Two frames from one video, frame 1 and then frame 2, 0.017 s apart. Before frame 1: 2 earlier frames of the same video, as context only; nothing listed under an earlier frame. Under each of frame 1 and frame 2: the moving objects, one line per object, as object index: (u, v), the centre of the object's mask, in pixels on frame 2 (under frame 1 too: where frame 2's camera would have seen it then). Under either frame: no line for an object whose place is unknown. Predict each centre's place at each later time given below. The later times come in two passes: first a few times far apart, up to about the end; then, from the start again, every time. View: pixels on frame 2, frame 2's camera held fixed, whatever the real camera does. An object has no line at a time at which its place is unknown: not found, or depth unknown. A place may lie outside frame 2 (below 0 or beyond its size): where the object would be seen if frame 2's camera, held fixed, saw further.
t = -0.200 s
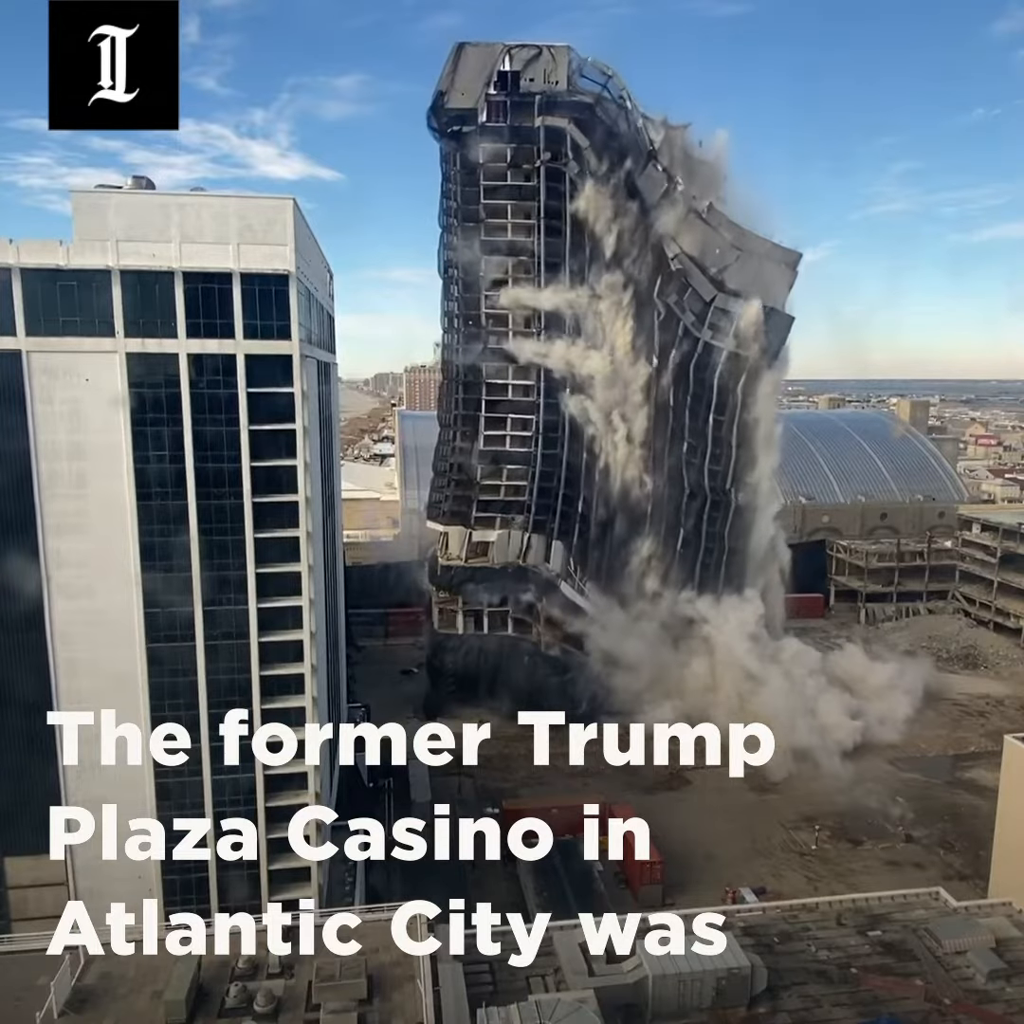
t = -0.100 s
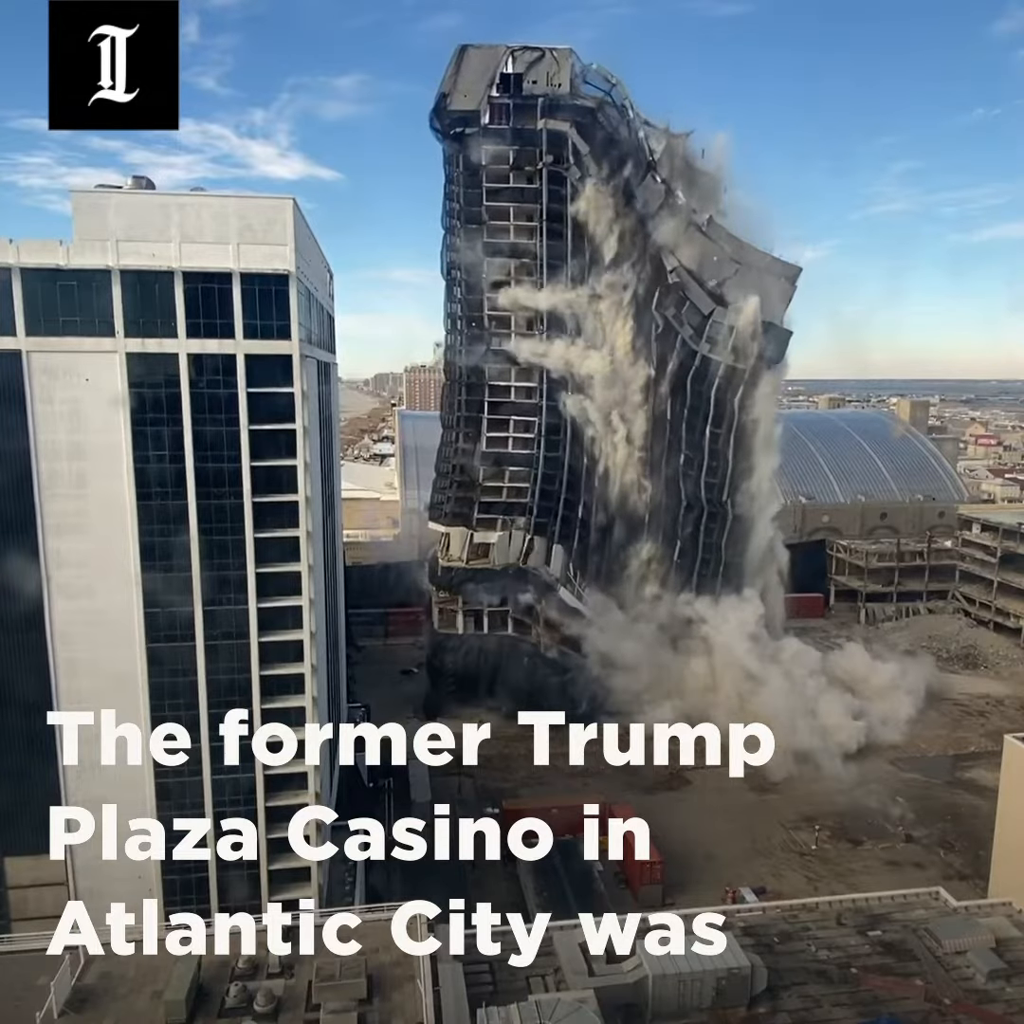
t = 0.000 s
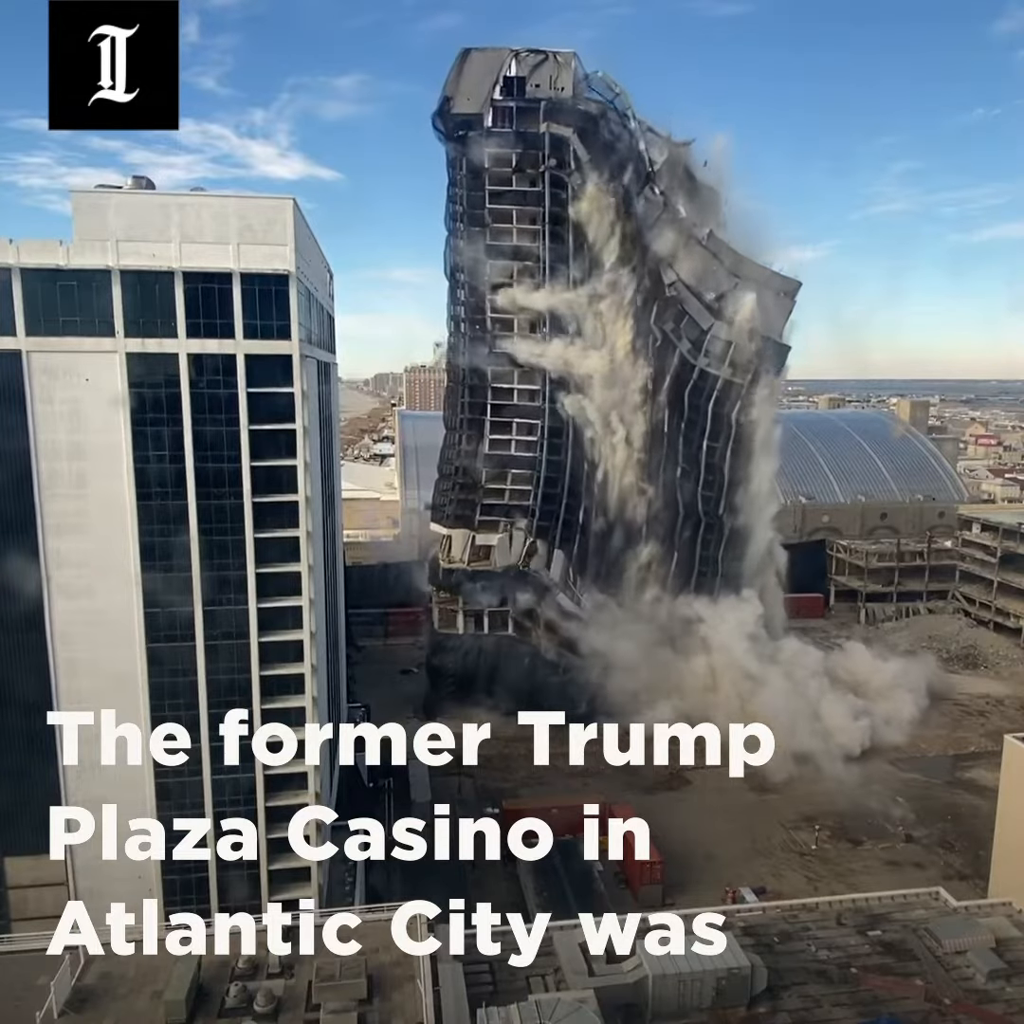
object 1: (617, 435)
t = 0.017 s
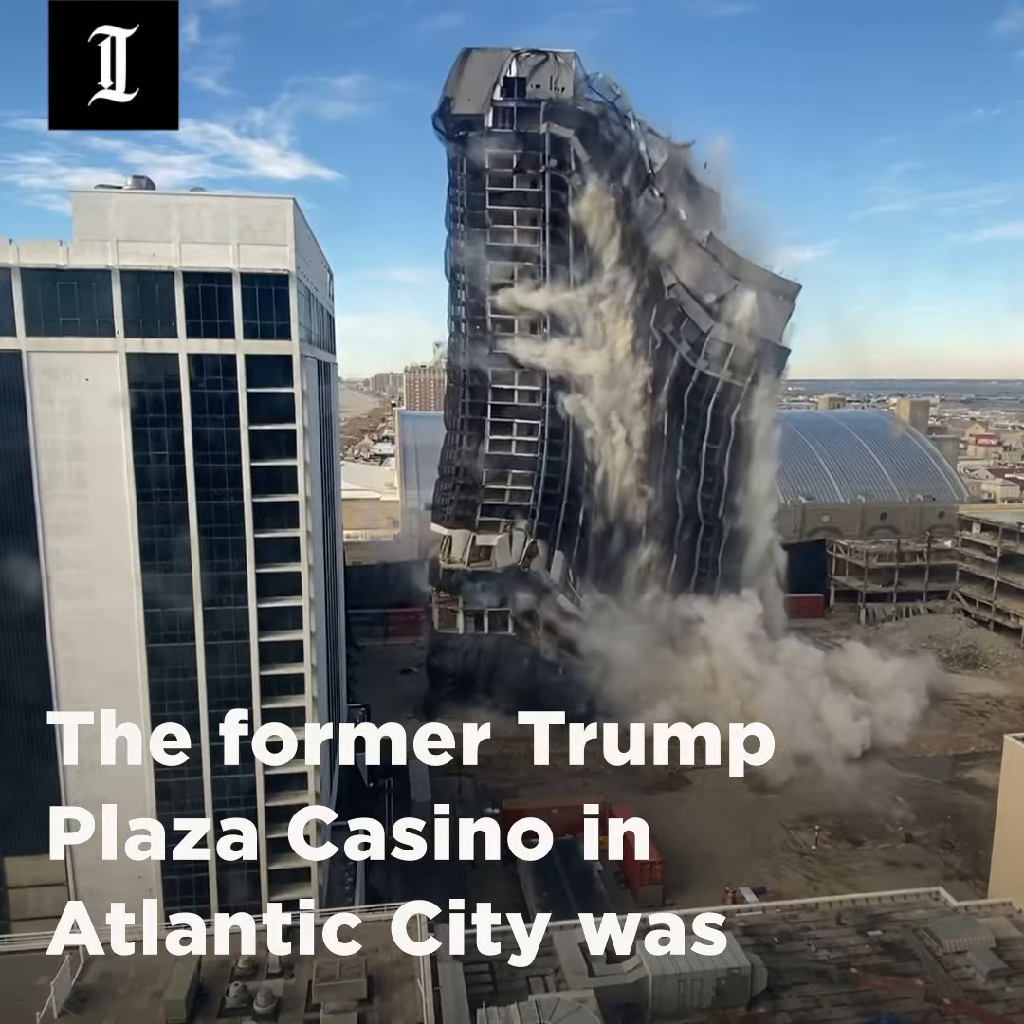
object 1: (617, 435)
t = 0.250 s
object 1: (623, 448)
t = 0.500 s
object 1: (629, 463)
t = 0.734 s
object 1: (636, 479)
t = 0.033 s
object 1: (618, 436)
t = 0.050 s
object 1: (618, 437)
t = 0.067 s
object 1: (618, 438)
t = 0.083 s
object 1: (619, 439)
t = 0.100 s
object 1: (619, 439)
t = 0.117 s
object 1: (619, 440)
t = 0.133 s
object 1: (619, 441)
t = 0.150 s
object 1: (620, 442)
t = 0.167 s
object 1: (620, 443)
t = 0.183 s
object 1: (621, 444)
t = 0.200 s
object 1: (622, 446)
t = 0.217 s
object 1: (622, 446)
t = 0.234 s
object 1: (622, 447)
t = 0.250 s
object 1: (623, 448)
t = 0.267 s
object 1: (623, 449)
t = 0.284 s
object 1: (623, 450)
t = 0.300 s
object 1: (624, 451)
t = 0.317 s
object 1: (624, 451)
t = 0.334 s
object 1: (625, 453)
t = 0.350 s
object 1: (625, 454)
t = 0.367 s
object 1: (626, 455)
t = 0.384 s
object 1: (627, 457)
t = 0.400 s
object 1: (628, 458)
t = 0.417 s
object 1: (628, 460)
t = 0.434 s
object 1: (627, 458)
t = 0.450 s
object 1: (627, 459)
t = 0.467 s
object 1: (628, 460)
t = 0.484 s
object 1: (629, 461)
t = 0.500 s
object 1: (629, 463)
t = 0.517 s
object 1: (630, 463)
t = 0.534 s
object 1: (630, 464)
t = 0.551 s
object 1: (630, 465)
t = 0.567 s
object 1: (631, 466)
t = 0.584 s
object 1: (631, 467)
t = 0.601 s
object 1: (632, 468)
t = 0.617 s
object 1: (632, 469)
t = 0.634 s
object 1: (633, 470)
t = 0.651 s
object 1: (634, 471)
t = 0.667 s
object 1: (634, 473)
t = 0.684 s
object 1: (635, 475)
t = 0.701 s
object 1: (635, 477)
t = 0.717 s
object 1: (636, 477)
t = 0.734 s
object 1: (636, 479)
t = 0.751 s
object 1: (637, 480)
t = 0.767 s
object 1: (637, 481)
